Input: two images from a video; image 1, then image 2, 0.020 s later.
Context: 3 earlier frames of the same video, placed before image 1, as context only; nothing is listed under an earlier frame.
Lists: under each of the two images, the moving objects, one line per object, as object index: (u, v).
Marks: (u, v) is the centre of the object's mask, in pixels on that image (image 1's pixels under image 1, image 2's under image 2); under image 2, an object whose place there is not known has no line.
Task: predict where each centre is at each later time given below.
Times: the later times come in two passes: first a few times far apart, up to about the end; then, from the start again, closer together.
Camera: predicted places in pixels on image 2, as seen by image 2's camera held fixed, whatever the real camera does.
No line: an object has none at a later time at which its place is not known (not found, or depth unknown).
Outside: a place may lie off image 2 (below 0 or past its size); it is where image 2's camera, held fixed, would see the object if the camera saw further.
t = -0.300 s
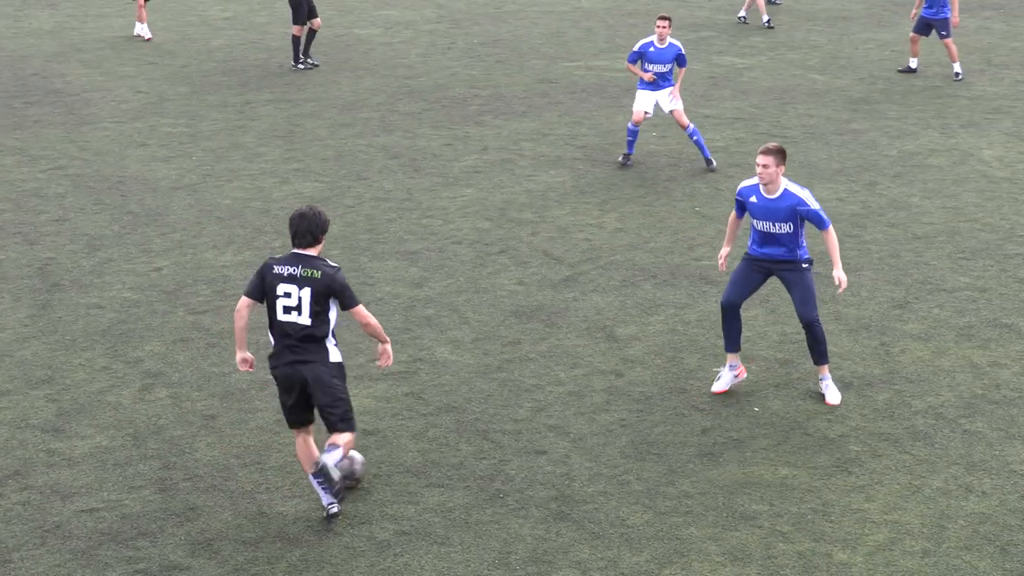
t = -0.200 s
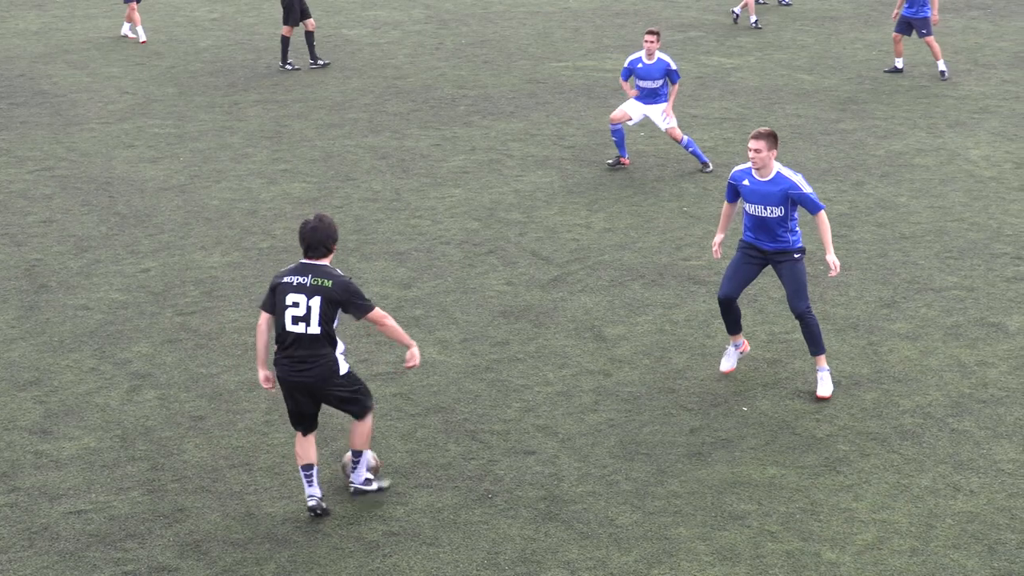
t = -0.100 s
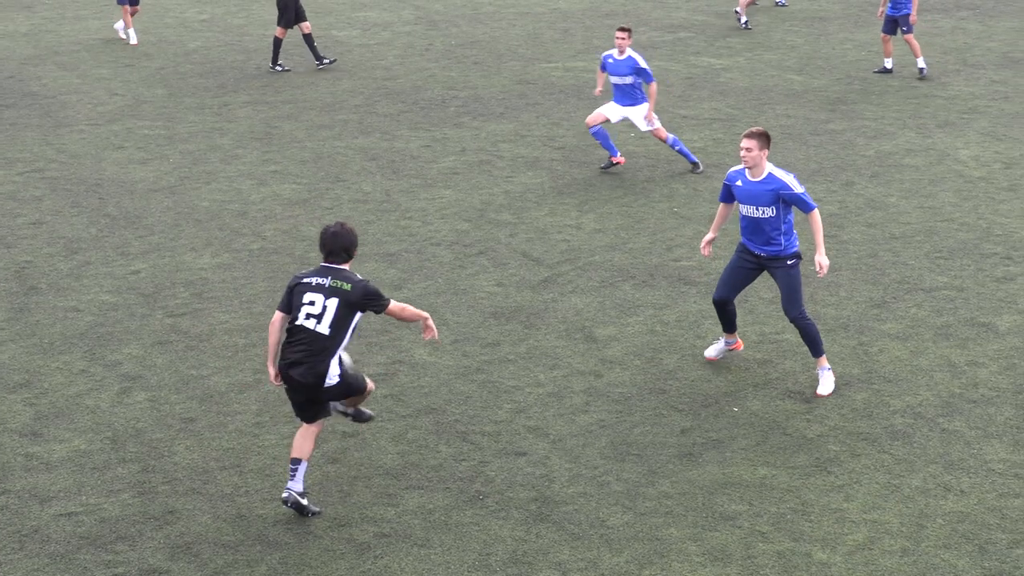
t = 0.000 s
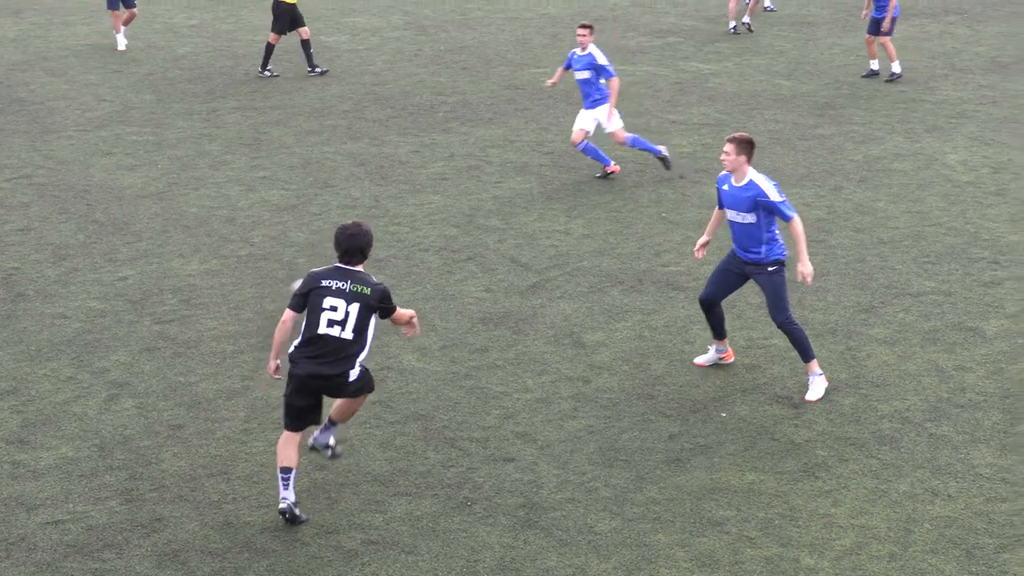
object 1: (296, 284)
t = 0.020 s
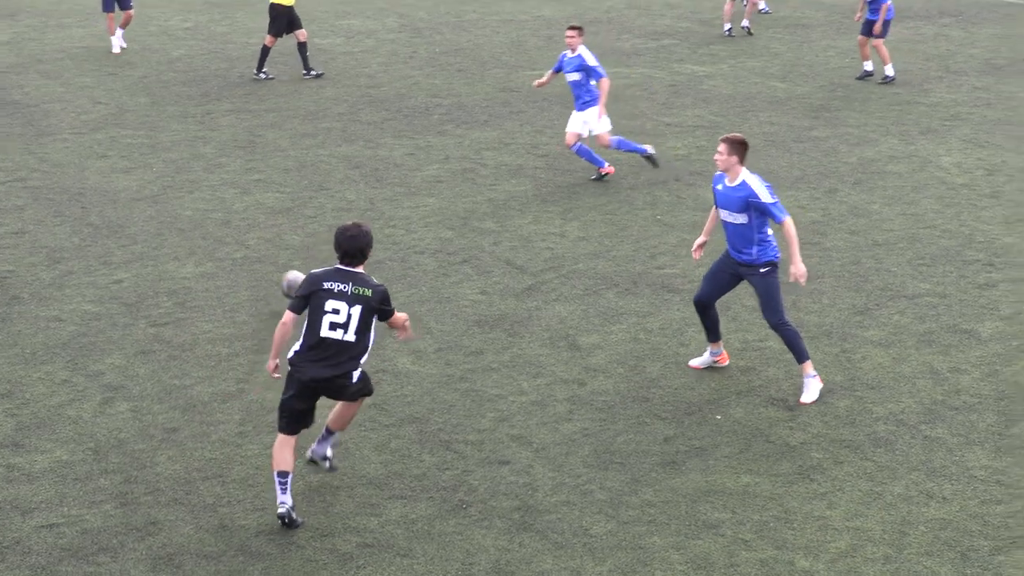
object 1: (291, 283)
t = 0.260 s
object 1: (248, 179)
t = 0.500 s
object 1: (207, 122)
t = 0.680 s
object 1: (184, 88)
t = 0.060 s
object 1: (286, 264)
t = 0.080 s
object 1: (283, 255)
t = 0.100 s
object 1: (278, 246)
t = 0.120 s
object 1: (275, 239)
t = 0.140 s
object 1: (271, 229)
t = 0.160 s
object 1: (267, 219)
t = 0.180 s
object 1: (263, 209)
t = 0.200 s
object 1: (260, 200)
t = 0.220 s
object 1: (255, 193)
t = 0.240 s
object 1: (252, 185)
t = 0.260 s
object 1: (248, 179)
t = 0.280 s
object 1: (244, 173)
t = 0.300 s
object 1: (240, 168)
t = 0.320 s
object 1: (236, 164)
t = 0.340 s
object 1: (232, 158)
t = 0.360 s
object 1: (229, 152)
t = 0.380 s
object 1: (226, 146)
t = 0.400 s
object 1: (222, 140)
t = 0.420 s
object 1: (220, 136)
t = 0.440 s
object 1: (216, 132)
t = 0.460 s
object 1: (213, 128)
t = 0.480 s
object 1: (210, 125)
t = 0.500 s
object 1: (207, 122)
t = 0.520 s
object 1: (205, 116)
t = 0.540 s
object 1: (202, 111)
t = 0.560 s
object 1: (199, 106)
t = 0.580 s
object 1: (197, 102)
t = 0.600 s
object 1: (194, 98)
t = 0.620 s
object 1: (191, 95)
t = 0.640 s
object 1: (189, 92)
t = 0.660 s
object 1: (187, 90)
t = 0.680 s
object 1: (184, 88)
